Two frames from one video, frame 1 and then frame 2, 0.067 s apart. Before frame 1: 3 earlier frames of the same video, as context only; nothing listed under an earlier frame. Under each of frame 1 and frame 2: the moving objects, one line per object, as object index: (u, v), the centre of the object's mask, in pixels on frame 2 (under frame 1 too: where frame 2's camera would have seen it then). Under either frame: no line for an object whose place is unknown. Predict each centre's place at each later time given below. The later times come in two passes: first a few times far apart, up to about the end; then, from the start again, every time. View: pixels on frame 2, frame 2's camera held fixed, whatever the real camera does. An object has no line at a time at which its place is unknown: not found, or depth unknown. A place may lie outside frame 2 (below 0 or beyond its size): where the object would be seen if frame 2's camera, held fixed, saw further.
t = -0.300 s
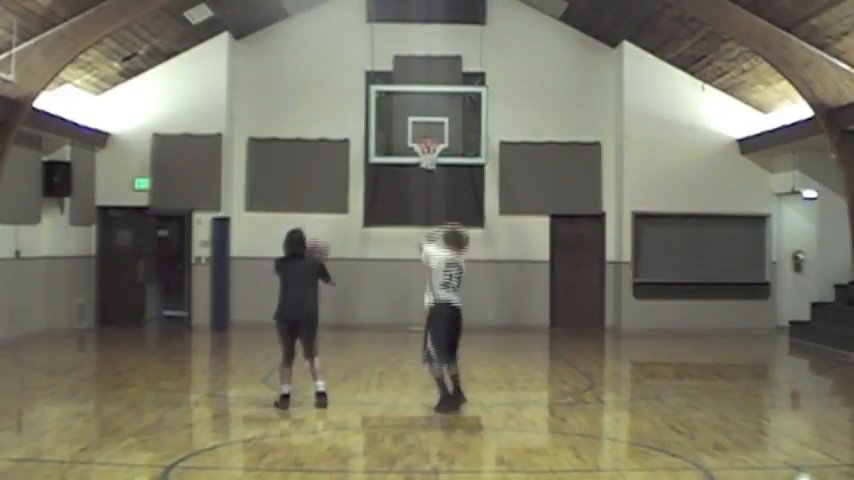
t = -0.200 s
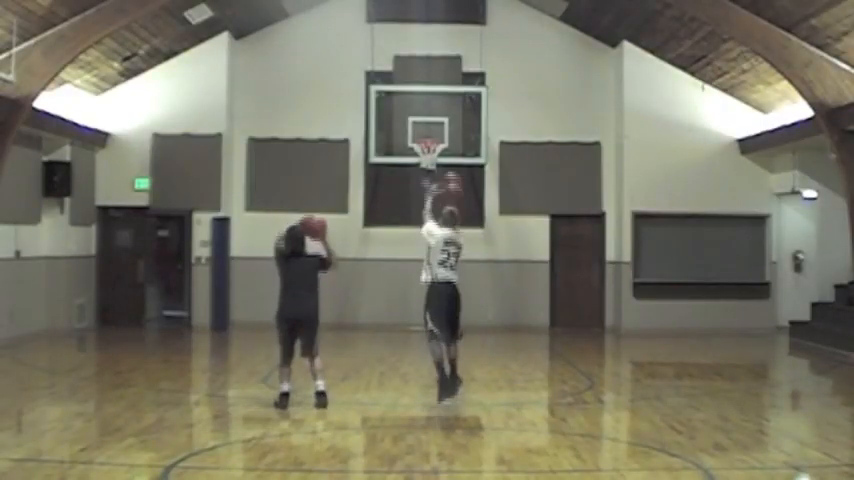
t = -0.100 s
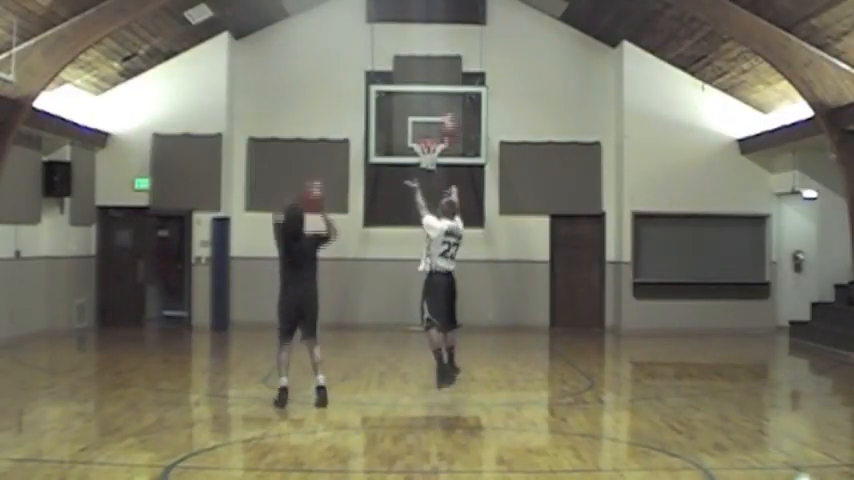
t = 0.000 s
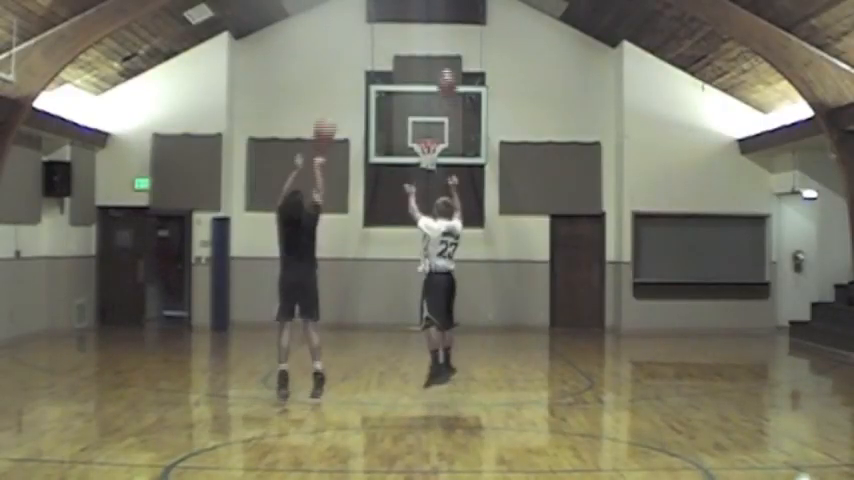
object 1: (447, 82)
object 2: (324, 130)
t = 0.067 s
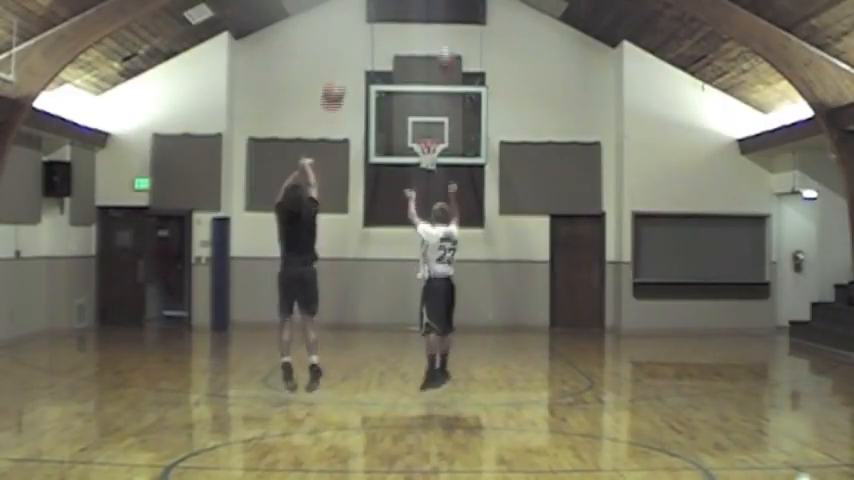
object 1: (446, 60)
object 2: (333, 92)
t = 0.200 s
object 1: (444, 30)
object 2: (349, 37)
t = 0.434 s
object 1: (440, 17)
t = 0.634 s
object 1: (438, 38)
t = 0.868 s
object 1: (434, 89)
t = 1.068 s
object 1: (434, 146)
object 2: (421, 64)
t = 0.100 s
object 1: (446, 50)
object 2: (337, 77)
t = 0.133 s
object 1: (445, 43)
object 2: (341, 62)
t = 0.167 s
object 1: (445, 37)
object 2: (345, 48)
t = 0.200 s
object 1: (444, 30)
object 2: (349, 37)
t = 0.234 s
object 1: (443, 25)
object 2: (354, 25)
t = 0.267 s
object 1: (443, 21)
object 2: (357, 16)
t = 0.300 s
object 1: (443, 19)
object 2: (360, 9)
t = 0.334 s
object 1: (442, 17)
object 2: (363, 6)
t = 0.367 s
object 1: (441, 16)
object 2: (366, 3)
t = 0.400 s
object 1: (441, 16)
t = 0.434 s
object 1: (440, 17)
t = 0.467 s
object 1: (440, 18)
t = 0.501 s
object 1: (440, 20)
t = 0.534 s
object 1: (439, 23)
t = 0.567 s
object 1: (439, 28)
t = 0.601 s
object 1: (438, 32)
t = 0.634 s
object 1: (438, 38)
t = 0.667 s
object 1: (438, 43)
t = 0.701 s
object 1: (437, 49)
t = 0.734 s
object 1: (437, 54)
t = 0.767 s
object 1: (435, 62)
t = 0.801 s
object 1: (436, 70)
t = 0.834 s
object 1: (435, 80)
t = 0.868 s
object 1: (434, 89)
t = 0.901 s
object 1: (434, 99)
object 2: (409, 22)
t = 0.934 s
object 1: (433, 109)
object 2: (411, 29)
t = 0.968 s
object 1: (433, 119)
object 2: (414, 39)
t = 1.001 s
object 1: (432, 131)
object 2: (416, 47)
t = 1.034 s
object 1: (433, 145)
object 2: (420, 55)
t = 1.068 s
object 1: (434, 146)
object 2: (421, 64)
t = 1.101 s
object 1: (433, 149)
